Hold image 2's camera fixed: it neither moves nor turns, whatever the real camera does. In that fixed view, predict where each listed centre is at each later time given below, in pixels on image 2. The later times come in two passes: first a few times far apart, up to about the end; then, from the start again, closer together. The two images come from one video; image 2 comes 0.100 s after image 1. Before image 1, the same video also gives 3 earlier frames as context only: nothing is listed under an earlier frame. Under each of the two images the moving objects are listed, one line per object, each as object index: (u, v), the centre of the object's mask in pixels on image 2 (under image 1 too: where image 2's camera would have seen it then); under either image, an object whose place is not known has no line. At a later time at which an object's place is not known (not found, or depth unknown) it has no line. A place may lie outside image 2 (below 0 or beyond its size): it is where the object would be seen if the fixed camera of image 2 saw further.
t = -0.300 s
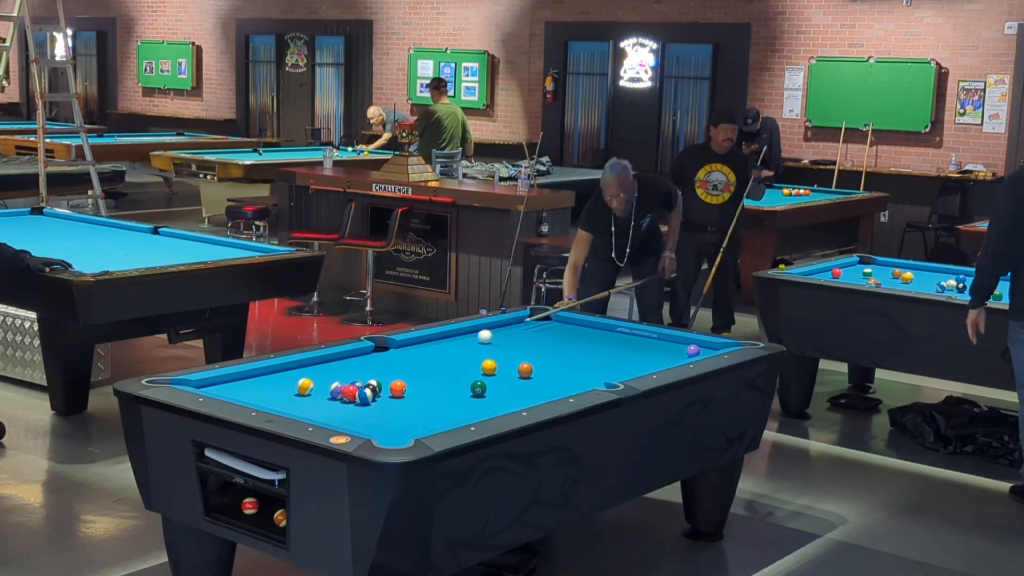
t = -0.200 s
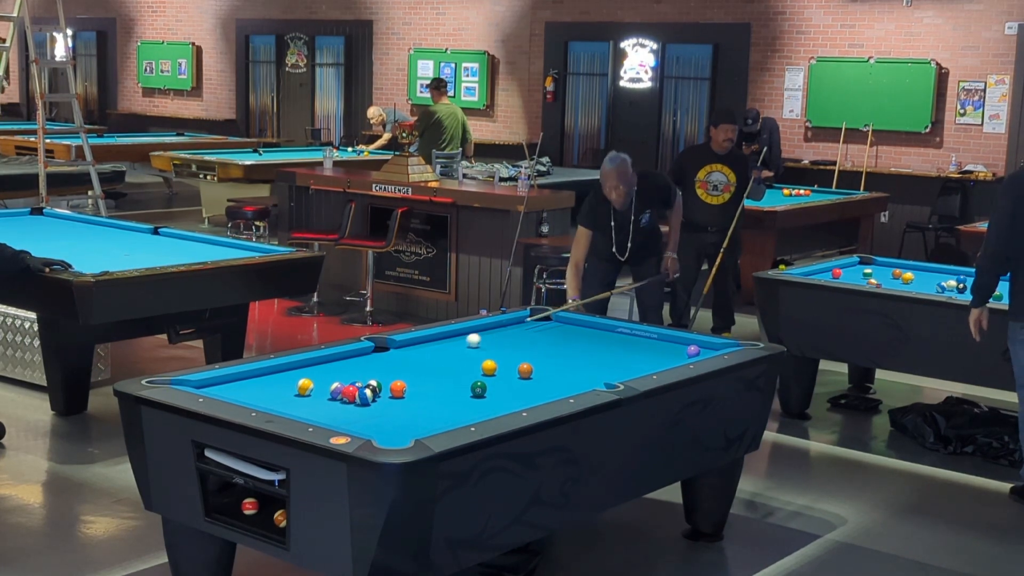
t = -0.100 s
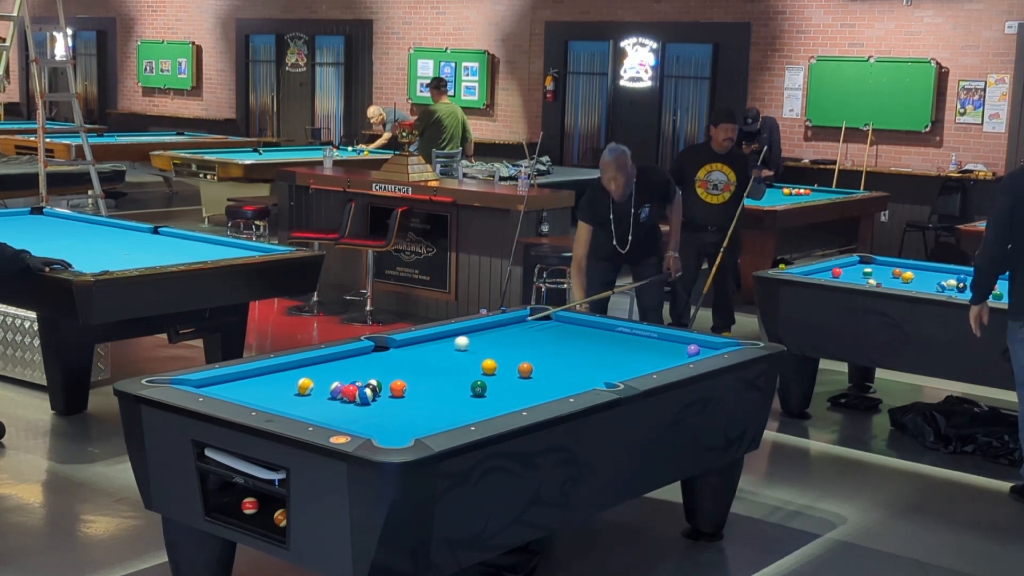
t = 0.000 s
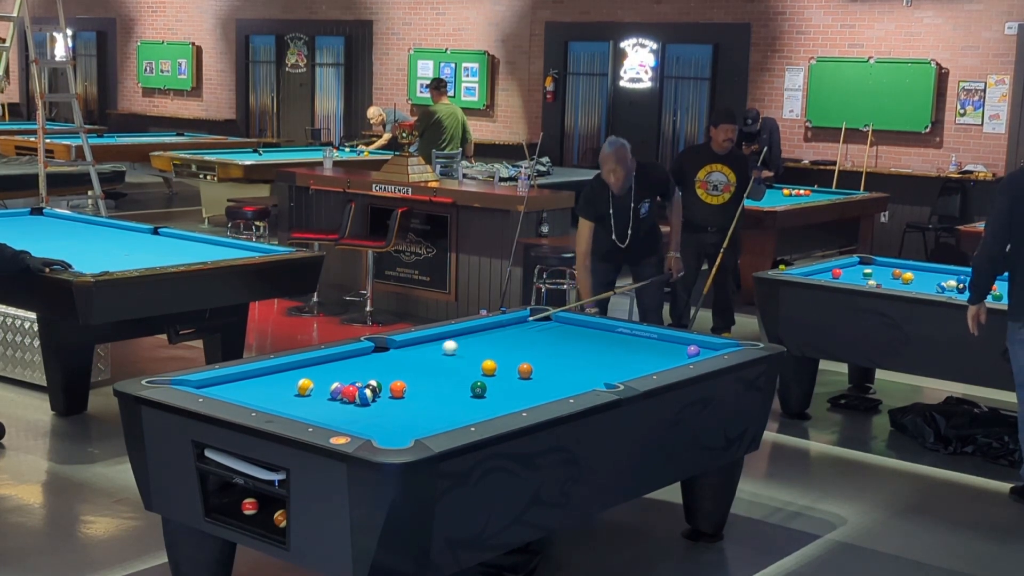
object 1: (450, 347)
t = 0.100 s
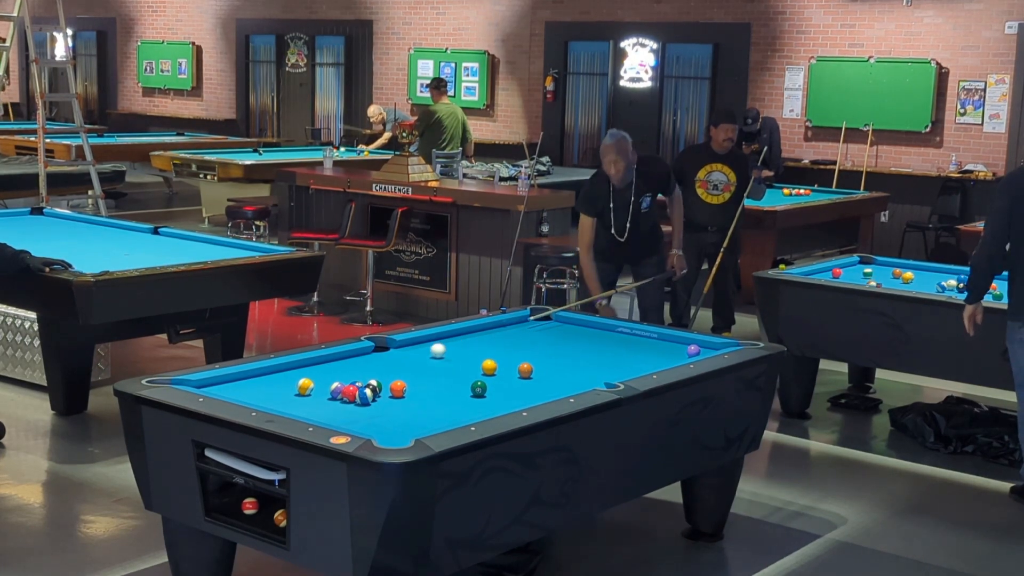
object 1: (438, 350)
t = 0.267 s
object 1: (421, 356)
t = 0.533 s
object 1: (387, 366)
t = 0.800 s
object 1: (351, 375)
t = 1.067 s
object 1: (322, 387)
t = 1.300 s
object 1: (317, 393)
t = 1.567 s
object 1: (309, 399)
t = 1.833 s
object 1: (302, 406)
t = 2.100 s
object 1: (295, 409)
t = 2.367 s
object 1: (300, 410)
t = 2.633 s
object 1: (311, 411)
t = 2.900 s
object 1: (321, 412)
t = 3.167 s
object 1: (328, 412)
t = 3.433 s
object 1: (333, 411)
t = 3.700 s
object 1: (337, 411)
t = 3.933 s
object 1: (338, 411)
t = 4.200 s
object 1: (337, 411)
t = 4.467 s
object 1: (337, 411)
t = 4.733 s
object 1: (337, 411)
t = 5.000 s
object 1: (337, 411)
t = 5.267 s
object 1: (337, 411)
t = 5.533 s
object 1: (337, 411)
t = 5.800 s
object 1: (337, 411)
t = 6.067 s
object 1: (337, 411)
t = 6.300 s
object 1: (337, 411)
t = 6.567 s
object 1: (337, 411)
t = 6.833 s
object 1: (337, 411)
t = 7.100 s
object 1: (337, 411)
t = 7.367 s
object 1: (337, 411)
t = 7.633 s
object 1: (337, 411)
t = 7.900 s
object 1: (337, 411)
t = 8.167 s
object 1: (337, 411)
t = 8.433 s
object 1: (337, 411)
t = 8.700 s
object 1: (337, 411)
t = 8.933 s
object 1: (337, 411)
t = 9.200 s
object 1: (337, 411)
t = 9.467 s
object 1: (337, 411)
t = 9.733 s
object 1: (337, 411)
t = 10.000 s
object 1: (337, 411)
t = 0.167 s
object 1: (433, 352)
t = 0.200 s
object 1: (429, 353)
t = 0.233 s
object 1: (425, 354)
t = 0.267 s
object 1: (421, 356)
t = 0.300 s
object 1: (417, 357)
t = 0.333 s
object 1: (412, 358)
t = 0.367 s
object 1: (408, 359)
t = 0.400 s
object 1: (404, 361)
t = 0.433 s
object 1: (399, 362)
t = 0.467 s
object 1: (395, 363)
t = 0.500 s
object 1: (391, 364)
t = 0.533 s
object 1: (387, 366)
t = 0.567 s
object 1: (382, 367)
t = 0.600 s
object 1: (378, 368)
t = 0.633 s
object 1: (374, 369)
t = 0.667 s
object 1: (369, 371)
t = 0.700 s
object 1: (365, 372)
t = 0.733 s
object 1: (360, 373)
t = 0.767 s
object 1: (356, 374)
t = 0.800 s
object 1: (351, 375)
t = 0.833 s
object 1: (346, 376)
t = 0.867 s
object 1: (342, 377)
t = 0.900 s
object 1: (337, 378)
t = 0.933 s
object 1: (332, 380)
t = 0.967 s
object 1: (327, 382)
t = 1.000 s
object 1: (323, 385)
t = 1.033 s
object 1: (322, 386)
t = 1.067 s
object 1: (322, 387)
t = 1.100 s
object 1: (322, 388)
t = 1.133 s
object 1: (322, 389)
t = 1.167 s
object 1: (321, 390)
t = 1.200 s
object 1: (320, 390)
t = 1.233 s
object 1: (319, 391)
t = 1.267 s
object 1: (318, 392)
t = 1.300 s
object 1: (317, 393)
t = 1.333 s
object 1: (316, 394)
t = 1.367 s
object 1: (315, 395)
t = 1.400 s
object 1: (314, 395)
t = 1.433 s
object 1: (313, 396)
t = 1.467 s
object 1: (312, 397)
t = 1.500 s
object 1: (311, 398)
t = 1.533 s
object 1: (310, 399)
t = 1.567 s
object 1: (309, 399)
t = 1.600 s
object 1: (308, 400)
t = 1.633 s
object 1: (307, 401)
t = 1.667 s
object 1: (306, 402)
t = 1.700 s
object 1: (305, 403)
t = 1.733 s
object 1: (304, 403)
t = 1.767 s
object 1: (303, 404)
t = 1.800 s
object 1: (302, 405)
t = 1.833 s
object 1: (302, 406)
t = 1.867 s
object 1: (301, 406)
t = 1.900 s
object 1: (300, 407)
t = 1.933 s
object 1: (299, 407)
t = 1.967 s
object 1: (298, 408)
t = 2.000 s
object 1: (297, 408)
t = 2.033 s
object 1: (297, 408)
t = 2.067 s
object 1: (296, 408)
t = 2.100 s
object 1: (295, 409)
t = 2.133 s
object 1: (294, 409)
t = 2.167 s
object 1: (293, 409)
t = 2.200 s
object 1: (293, 410)
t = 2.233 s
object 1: (294, 410)
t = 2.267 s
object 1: (296, 410)
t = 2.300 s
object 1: (297, 410)
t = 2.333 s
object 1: (299, 410)
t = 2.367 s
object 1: (300, 410)
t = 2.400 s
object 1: (302, 410)
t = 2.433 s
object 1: (303, 411)
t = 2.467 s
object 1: (304, 411)
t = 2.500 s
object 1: (306, 411)
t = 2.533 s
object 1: (307, 411)
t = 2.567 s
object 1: (309, 411)
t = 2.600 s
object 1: (310, 411)
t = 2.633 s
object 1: (311, 411)
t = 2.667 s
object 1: (312, 412)
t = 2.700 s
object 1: (314, 412)
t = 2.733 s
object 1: (315, 412)
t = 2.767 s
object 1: (316, 412)
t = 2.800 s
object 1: (317, 412)
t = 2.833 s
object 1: (318, 412)
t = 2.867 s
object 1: (319, 412)
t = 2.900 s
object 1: (321, 412)
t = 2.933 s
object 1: (322, 412)
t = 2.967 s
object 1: (323, 412)
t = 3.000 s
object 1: (323, 412)
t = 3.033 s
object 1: (324, 412)
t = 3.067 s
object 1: (325, 412)
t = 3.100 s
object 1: (326, 412)
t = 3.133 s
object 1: (327, 412)
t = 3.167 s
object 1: (328, 412)
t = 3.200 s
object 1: (329, 412)
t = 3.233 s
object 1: (329, 411)
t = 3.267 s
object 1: (330, 411)
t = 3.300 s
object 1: (331, 411)
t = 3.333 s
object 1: (331, 411)
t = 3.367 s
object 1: (332, 411)
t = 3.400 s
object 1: (333, 411)
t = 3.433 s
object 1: (333, 411)
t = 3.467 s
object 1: (334, 411)
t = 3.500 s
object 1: (334, 411)
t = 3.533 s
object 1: (335, 411)
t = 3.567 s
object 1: (335, 411)
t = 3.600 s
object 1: (336, 411)
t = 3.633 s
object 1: (336, 411)
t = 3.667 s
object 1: (337, 411)
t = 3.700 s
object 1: (337, 411)
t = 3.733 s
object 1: (337, 411)
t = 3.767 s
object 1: (337, 411)
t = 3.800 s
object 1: (338, 411)
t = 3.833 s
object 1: (338, 411)
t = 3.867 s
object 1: (338, 411)
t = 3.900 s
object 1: (338, 411)
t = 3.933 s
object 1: (338, 411)
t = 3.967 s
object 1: (338, 411)
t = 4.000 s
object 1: (338, 411)
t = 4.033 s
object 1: (338, 411)
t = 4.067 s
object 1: (338, 411)
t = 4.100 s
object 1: (337, 411)
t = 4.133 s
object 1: (337, 411)
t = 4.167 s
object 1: (337, 411)
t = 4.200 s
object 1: (337, 411)
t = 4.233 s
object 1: (337, 411)
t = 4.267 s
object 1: (337, 411)
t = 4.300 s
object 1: (337, 411)
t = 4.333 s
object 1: (337, 411)
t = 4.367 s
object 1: (337, 411)
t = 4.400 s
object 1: (337, 411)
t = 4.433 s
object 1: (337, 411)
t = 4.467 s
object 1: (337, 411)
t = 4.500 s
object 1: (337, 411)
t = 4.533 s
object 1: (337, 411)
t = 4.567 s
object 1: (337, 411)
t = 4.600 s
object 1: (337, 411)
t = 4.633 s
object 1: (337, 411)
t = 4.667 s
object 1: (337, 411)
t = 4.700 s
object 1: (337, 411)
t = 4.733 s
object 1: (337, 411)
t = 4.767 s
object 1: (337, 411)
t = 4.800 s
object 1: (337, 411)
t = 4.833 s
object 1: (337, 411)
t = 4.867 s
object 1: (337, 411)
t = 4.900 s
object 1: (337, 411)
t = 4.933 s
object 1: (337, 411)
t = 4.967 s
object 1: (337, 411)
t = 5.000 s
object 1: (337, 411)
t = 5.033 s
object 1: (337, 411)
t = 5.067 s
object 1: (337, 411)
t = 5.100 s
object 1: (337, 411)
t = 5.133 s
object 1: (337, 411)
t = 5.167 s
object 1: (337, 411)
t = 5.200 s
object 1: (337, 411)
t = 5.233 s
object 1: (337, 411)
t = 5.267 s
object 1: (337, 411)
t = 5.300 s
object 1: (337, 411)
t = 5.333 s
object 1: (337, 411)
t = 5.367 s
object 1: (337, 411)
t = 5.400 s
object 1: (337, 411)
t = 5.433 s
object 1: (337, 411)
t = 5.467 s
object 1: (337, 411)
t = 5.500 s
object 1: (337, 411)
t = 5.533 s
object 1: (337, 411)
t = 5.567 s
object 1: (337, 411)
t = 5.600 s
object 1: (337, 411)
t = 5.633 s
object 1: (337, 411)
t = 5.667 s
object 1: (337, 411)
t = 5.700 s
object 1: (337, 411)
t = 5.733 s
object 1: (337, 411)
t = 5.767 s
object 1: (337, 411)
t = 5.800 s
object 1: (337, 411)
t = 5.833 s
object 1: (337, 411)
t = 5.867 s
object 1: (337, 411)
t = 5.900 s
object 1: (337, 411)
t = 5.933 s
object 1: (337, 411)
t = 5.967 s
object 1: (337, 411)
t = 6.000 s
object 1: (337, 411)
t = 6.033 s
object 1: (337, 411)
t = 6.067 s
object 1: (337, 411)
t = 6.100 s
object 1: (337, 411)
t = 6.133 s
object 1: (337, 411)
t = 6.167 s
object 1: (337, 411)
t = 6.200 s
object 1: (337, 411)
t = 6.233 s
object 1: (337, 411)
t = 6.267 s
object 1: (337, 411)
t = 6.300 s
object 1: (337, 411)
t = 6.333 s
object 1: (337, 411)
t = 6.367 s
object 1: (337, 411)
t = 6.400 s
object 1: (337, 411)
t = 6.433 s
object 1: (337, 411)
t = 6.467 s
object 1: (337, 411)
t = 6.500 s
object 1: (337, 411)
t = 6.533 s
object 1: (337, 411)
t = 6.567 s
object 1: (337, 411)
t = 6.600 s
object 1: (337, 411)
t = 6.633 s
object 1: (337, 411)
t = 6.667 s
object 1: (337, 411)
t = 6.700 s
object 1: (337, 411)
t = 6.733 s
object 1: (337, 411)
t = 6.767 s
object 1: (337, 411)
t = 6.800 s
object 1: (337, 411)
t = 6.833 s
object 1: (337, 411)
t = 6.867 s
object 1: (337, 411)
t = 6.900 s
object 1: (337, 411)
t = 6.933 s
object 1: (337, 411)
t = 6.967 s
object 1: (337, 411)
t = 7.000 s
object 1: (337, 411)
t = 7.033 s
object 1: (337, 411)
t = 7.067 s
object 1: (337, 411)
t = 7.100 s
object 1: (337, 411)
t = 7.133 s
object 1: (337, 411)
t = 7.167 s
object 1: (337, 411)
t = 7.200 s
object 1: (337, 411)
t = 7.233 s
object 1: (337, 411)
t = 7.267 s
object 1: (337, 411)
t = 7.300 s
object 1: (337, 411)
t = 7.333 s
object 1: (337, 411)
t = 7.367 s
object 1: (337, 411)
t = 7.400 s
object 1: (337, 411)
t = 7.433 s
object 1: (337, 411)
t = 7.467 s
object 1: (337, 411)
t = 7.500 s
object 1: (337, 411)
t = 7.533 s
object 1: (337, 411)
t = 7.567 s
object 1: (337, 411)
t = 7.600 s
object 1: (337, 411)
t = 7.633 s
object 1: (337, 411)
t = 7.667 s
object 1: (337, 411)
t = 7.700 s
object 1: (337, 411)
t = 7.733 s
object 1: (337, 411)
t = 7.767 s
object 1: (337, 411)
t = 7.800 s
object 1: (337, 411)
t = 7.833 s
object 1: (337, 411)
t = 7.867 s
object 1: (337, 411)
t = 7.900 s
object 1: (337, 411)
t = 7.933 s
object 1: (337, 411)
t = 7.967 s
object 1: (337, 411)
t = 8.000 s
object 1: (337, 411)
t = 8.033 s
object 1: (337, 411)
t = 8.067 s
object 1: (337, 411)
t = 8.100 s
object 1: (337, 411)
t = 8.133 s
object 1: (337, 411)
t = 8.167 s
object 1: (337, 411)
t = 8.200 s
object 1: (337, 411)
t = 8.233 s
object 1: (337, 411)
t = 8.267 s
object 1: (337, 411)
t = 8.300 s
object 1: (337, 411)
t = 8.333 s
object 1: (337, 411)
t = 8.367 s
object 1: (337, 411)
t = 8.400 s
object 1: (337, 411)
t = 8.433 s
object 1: (337, 411)
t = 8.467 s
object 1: (337, 411)
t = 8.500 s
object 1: (337, 411)
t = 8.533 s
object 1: (337, 411)
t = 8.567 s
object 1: (337, 411)
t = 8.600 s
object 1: (337, 411)
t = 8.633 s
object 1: (337, 411)
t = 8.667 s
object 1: (337, 411)
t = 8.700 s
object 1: (337, 411)
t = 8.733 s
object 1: (337, 411)
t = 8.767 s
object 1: (337, 411)
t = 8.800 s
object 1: (337, 411)
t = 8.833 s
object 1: (337, 411)
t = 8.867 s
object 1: (337, 411)
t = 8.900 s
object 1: (337, 411)
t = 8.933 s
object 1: (337, 411)
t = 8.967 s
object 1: (337, 411)
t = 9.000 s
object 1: (337, 411)
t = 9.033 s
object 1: (337, 411)
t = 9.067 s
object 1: (337, 411)
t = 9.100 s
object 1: (337, 411)
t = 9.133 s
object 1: (337, 411)
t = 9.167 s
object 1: (337, 411)
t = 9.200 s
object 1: (337, 411)
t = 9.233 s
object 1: (337, 411)
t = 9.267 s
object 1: (337, 411)
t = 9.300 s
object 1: (337, 411)
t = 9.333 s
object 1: (337, 411)
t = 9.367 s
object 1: (337, 411)
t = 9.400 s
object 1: (337, 411)
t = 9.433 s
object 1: (337, 411)
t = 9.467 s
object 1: (337, 411)
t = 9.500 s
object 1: (337, 411)
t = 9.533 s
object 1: (337, 411)
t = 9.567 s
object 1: (337, 411)
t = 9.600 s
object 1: (337, 411)
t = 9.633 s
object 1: (337, 411)
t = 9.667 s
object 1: (337, 411)
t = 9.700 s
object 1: (337, 411)
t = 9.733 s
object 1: (337, 411)
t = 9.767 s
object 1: (337, 411)
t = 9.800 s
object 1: (337, 411)
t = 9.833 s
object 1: (337, 411)
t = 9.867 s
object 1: (337, 411)
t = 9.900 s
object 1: (337, 411)
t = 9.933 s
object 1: (337, 411)
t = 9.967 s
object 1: (337, 411)
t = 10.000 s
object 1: (337, 411)
